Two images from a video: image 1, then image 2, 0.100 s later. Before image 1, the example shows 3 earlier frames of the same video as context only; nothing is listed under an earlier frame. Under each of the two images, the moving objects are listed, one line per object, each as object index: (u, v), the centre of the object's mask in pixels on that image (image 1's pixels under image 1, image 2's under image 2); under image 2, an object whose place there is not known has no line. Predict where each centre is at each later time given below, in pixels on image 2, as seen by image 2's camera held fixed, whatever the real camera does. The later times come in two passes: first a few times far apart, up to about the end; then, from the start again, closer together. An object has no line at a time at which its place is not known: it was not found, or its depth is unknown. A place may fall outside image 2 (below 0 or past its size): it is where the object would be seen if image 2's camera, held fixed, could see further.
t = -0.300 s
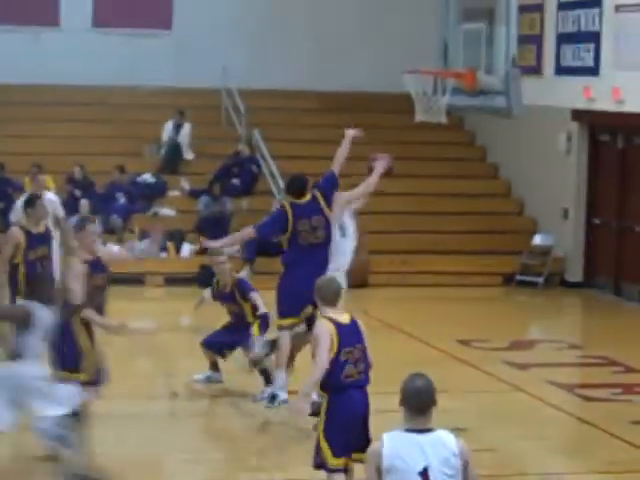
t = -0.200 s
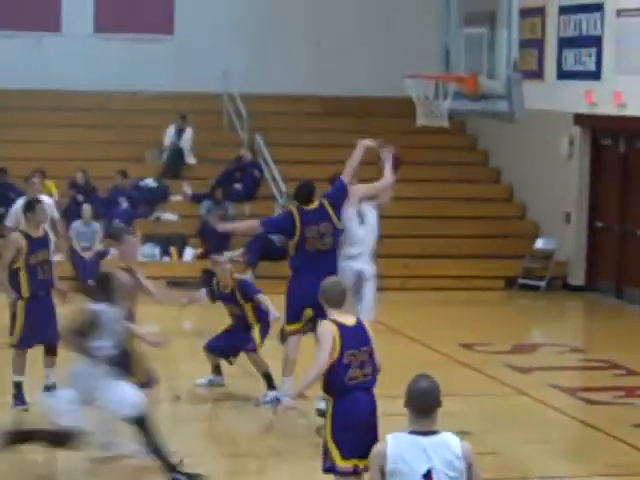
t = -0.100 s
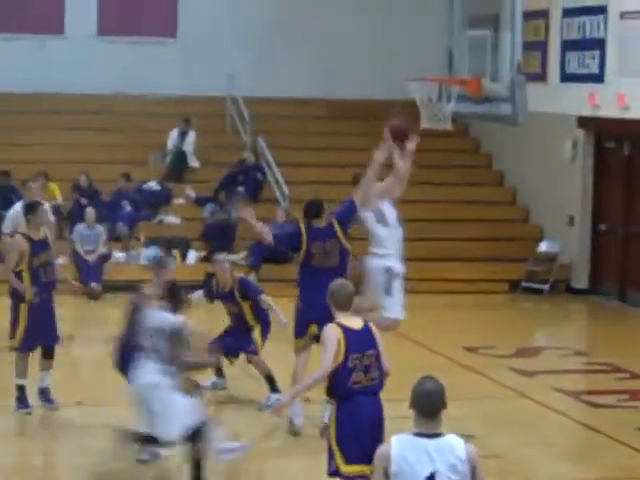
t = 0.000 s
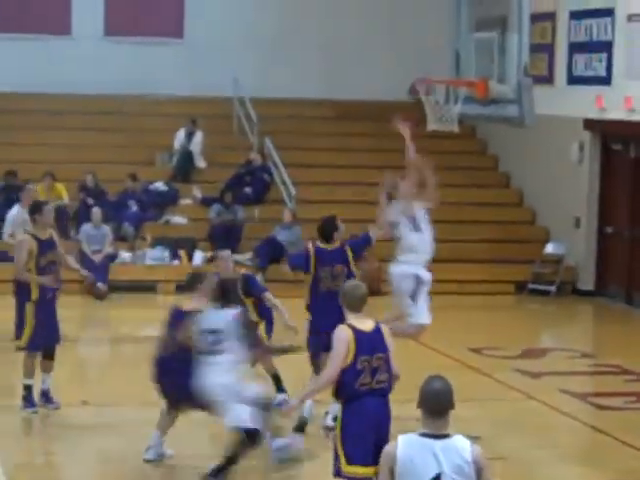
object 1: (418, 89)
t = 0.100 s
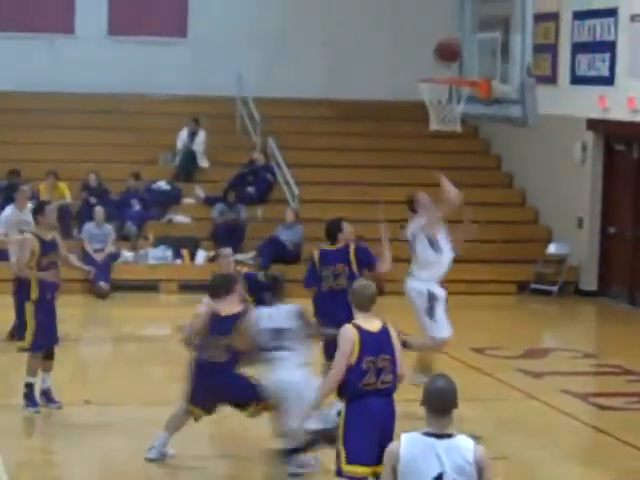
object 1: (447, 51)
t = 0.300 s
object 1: (470, 14)
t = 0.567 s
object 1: (450, 53)
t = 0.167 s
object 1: (462, 30)
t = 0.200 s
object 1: (470, 23)
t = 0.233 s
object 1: (475, 16)
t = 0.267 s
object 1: (472, 14)
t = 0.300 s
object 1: (470, 14)
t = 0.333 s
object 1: (468, 14)
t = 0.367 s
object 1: (465, 16)
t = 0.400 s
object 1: (463, 19)
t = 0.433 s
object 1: (460, 23)
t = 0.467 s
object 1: (457, 28)
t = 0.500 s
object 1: (454, 35)
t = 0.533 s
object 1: (452, 44)
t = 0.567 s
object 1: (450, 53)
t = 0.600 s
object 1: (448, 63)
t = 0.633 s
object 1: (444, 74)
